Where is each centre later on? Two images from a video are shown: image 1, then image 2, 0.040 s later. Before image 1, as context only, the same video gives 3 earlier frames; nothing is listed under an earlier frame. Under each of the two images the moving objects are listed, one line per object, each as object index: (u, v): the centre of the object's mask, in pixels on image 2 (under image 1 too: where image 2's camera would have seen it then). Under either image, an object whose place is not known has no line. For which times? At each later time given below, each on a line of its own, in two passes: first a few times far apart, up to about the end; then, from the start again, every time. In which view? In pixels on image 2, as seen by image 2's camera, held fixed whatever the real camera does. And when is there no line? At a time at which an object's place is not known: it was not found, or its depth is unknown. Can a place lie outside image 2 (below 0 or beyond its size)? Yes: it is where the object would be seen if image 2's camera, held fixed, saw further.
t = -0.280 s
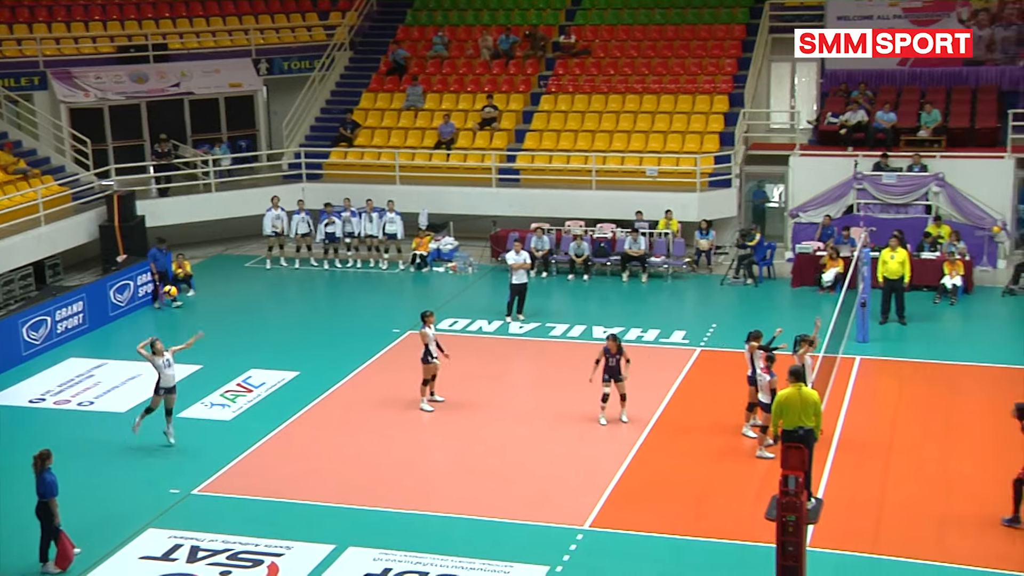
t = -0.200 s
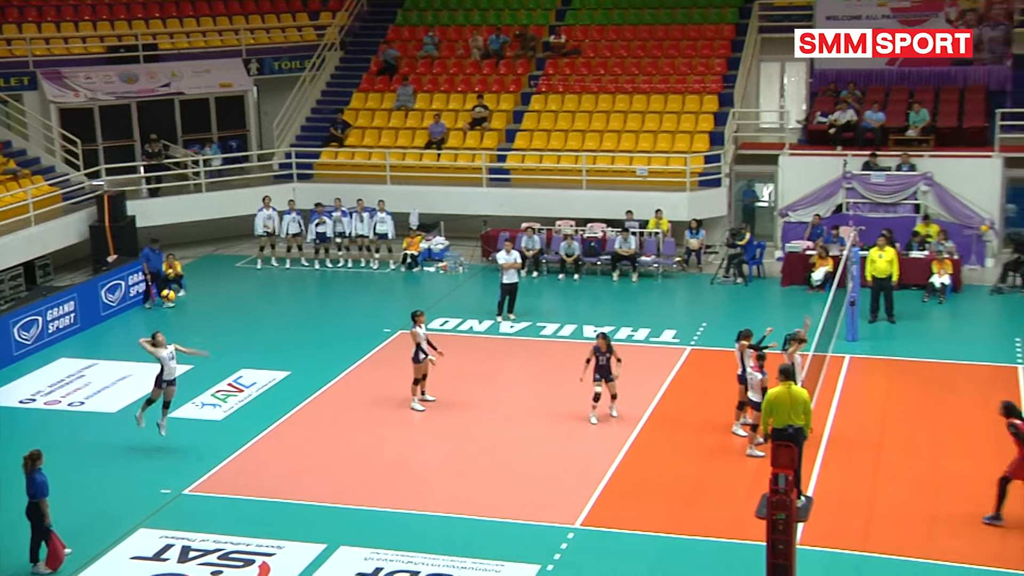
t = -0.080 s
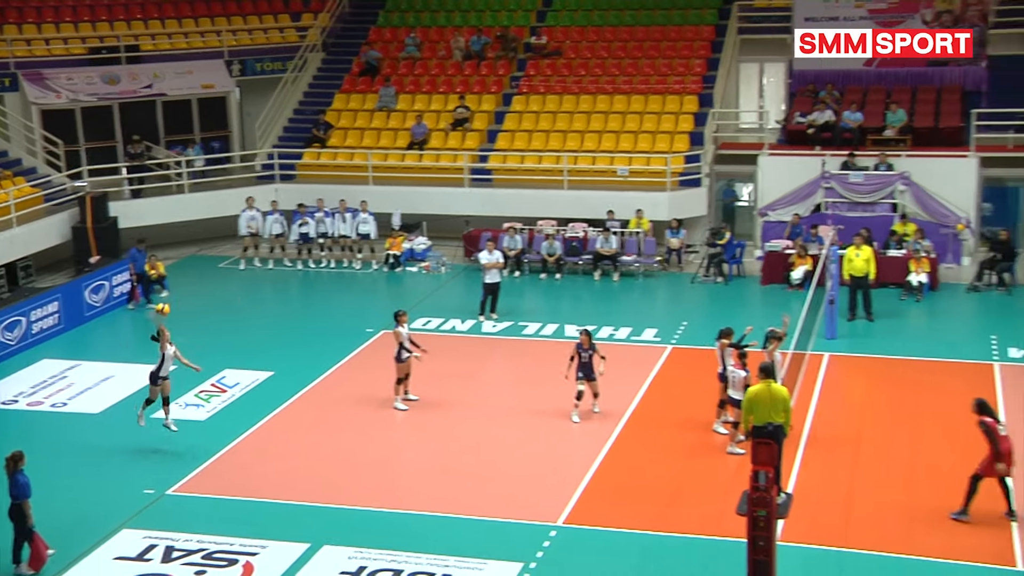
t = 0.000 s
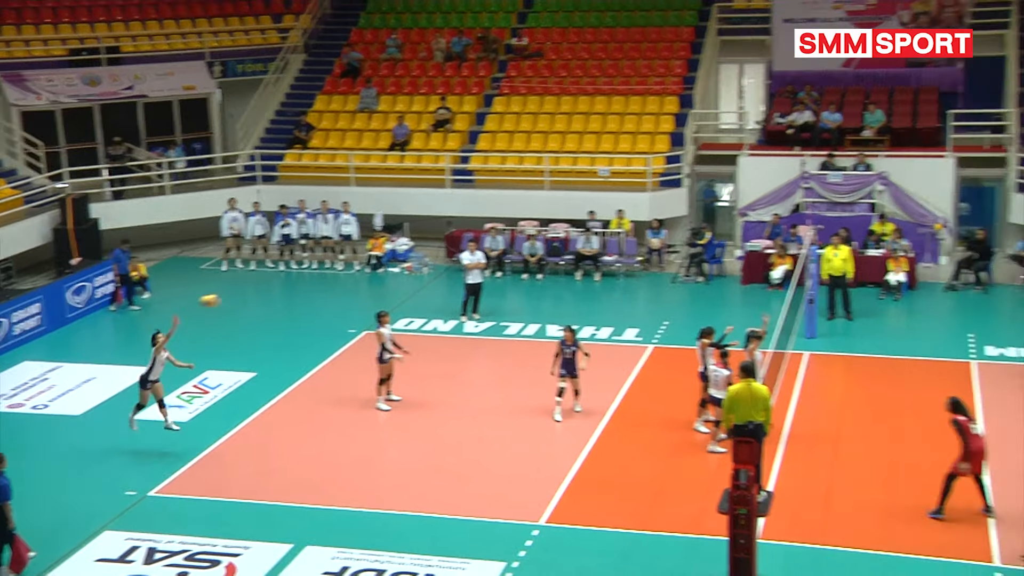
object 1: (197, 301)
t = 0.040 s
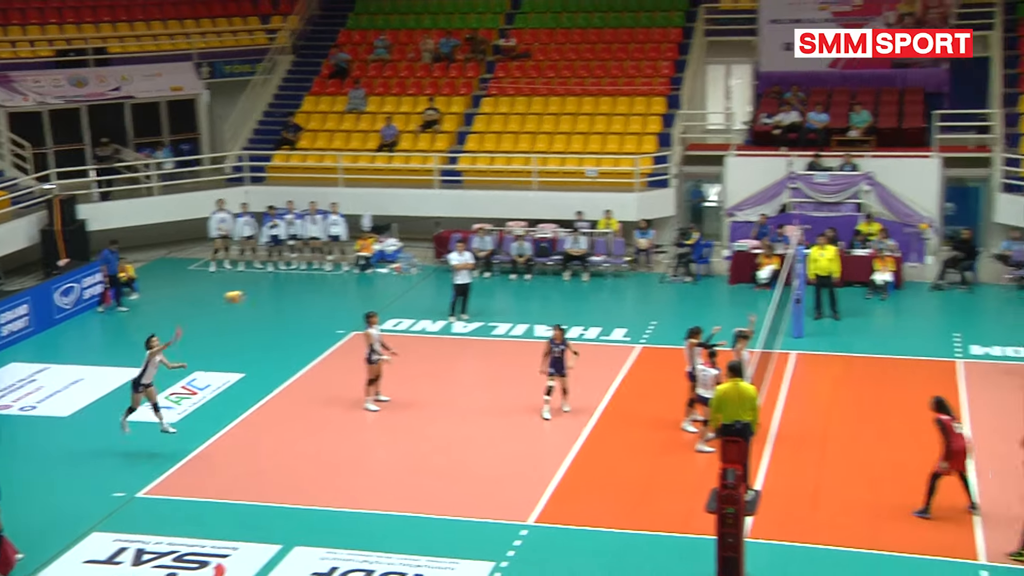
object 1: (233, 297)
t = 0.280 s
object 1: (457, 286)
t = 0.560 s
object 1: (718, 318)
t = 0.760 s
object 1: (905, 373)
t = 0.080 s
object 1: (271, 292)
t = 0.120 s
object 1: (308, 289)
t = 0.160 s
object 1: (345, 286)
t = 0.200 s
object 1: (381, 285)
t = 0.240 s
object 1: (419, 285)
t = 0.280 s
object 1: (457, 286)
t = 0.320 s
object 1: (493, 287)
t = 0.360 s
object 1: (530, 289)
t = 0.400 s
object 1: (569, 292)
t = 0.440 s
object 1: (606, 297)
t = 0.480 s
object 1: (643, 303)
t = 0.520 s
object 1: (681, 310)
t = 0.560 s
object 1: (718, 318)
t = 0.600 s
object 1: (755, 327)
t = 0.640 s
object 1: (793, 338)
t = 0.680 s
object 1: (829, 348)
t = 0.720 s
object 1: (867, 360)
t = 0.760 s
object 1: (905, 373)
